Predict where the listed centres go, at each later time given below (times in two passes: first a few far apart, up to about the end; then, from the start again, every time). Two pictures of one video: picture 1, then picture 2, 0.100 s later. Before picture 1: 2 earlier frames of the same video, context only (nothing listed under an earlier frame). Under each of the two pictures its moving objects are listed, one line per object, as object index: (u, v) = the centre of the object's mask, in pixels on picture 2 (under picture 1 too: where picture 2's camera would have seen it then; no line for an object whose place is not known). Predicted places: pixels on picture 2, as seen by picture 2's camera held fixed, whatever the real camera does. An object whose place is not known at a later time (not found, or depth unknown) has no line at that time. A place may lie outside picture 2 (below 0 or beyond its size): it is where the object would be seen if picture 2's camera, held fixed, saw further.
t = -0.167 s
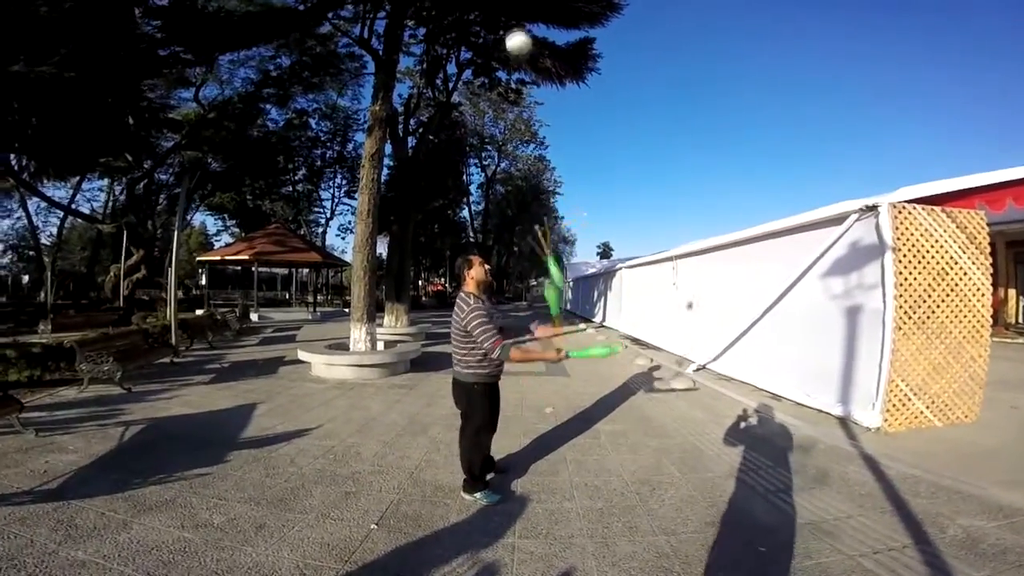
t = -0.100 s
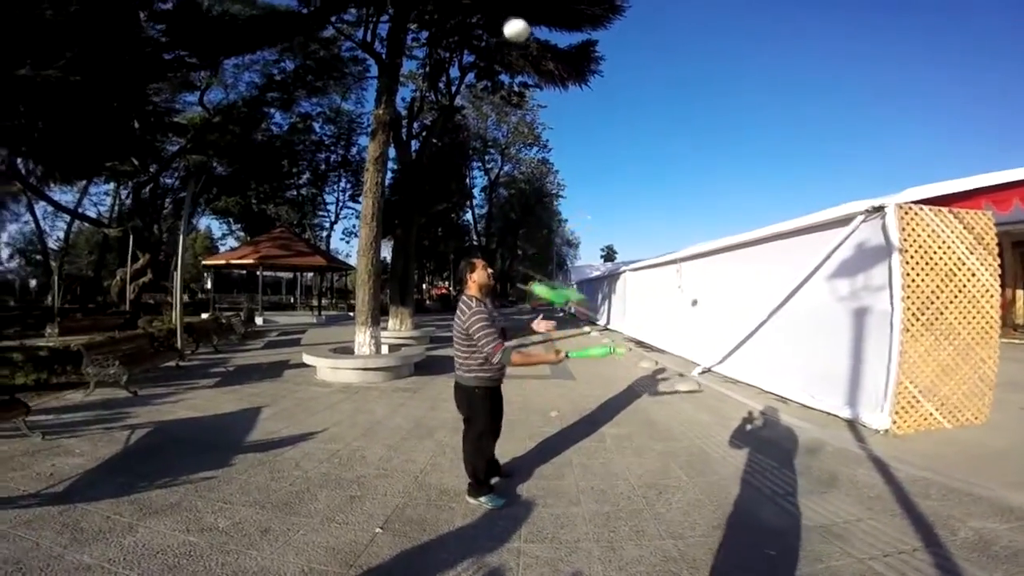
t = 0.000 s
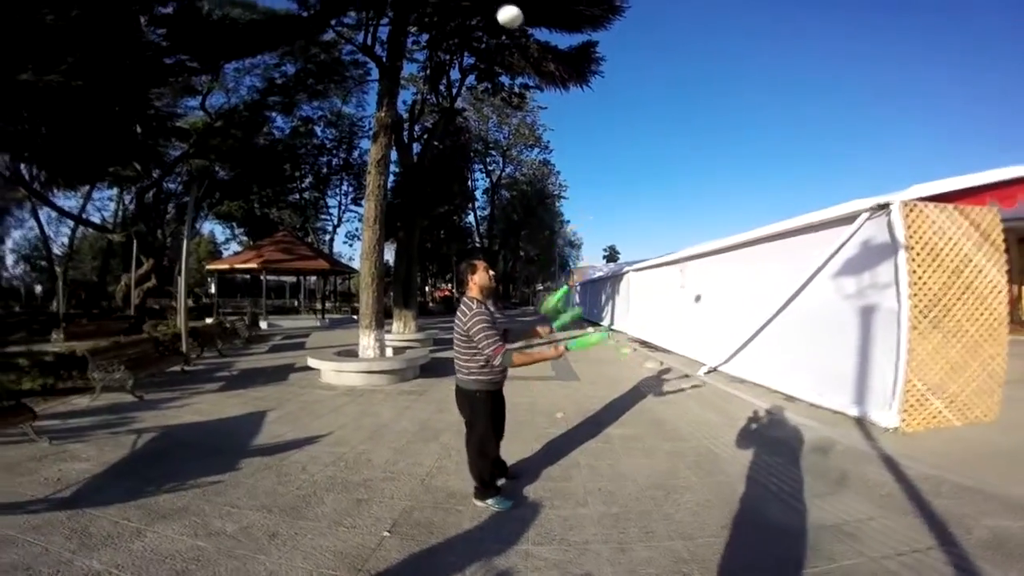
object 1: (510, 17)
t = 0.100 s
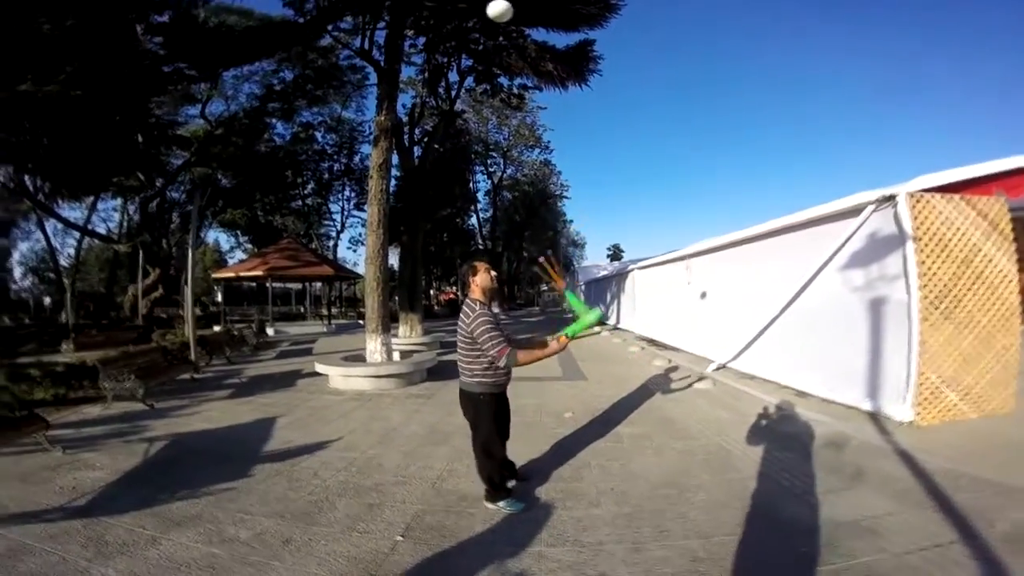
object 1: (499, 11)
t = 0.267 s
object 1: (483, 20)
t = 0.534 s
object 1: (461, 106)
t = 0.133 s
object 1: (496, 11)
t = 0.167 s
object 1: (494, 11)
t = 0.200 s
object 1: (489, 12)
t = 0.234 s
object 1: (485, 16)
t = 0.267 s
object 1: (483, 20)
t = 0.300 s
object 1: (480, 24)
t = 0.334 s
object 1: (475, 30)
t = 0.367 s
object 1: (472, 39)
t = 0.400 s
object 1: (470, 50)
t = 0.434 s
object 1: (468, 61)
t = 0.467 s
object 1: (466, 73)
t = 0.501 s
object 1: (464, 88)
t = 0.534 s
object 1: (461, 106)
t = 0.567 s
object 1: (458, 127)
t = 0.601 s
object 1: (457, 152)
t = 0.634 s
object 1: (454, 180)
